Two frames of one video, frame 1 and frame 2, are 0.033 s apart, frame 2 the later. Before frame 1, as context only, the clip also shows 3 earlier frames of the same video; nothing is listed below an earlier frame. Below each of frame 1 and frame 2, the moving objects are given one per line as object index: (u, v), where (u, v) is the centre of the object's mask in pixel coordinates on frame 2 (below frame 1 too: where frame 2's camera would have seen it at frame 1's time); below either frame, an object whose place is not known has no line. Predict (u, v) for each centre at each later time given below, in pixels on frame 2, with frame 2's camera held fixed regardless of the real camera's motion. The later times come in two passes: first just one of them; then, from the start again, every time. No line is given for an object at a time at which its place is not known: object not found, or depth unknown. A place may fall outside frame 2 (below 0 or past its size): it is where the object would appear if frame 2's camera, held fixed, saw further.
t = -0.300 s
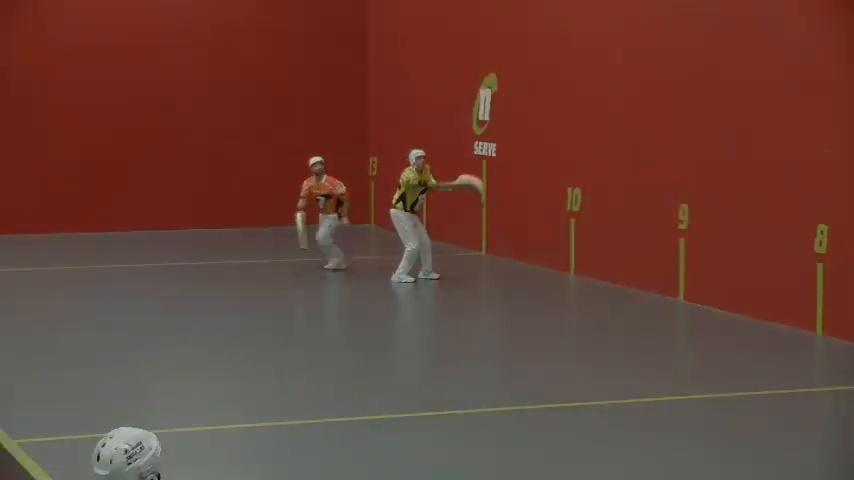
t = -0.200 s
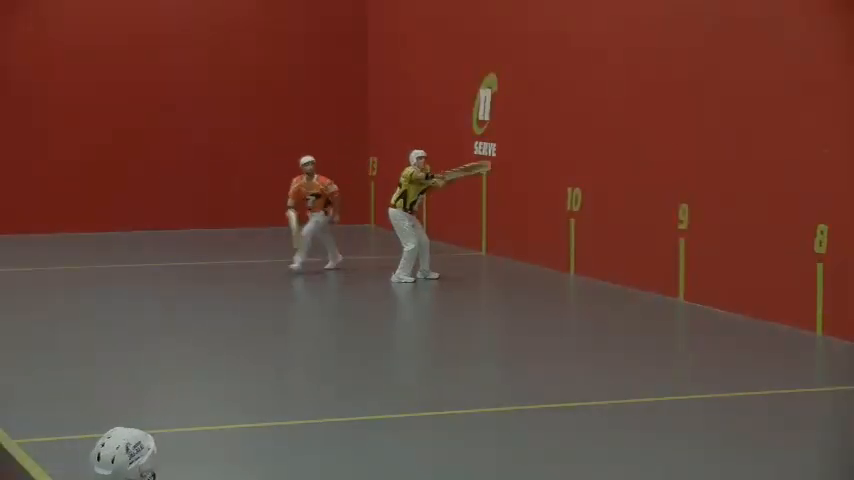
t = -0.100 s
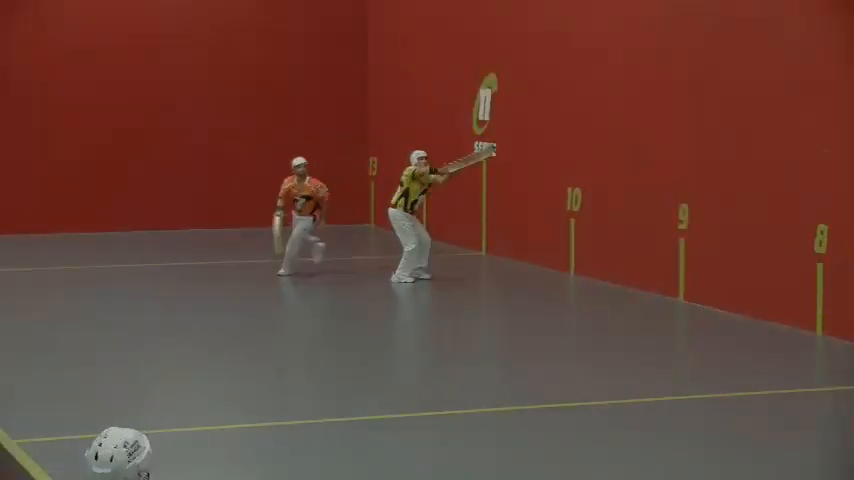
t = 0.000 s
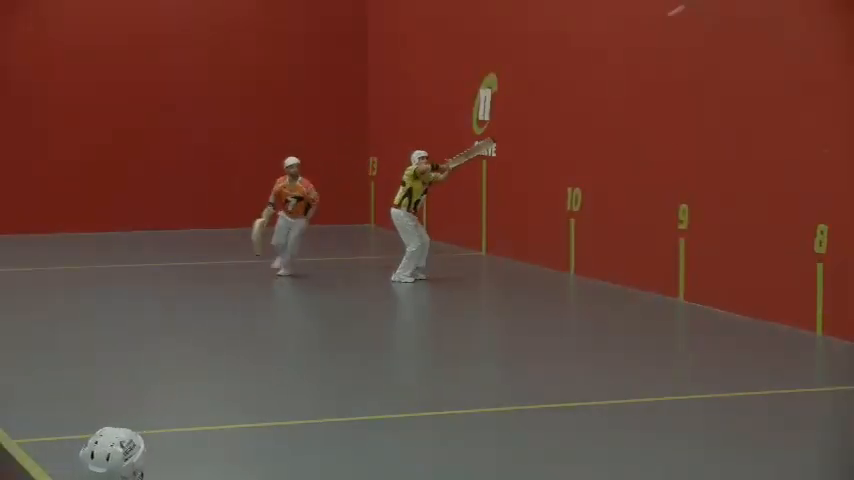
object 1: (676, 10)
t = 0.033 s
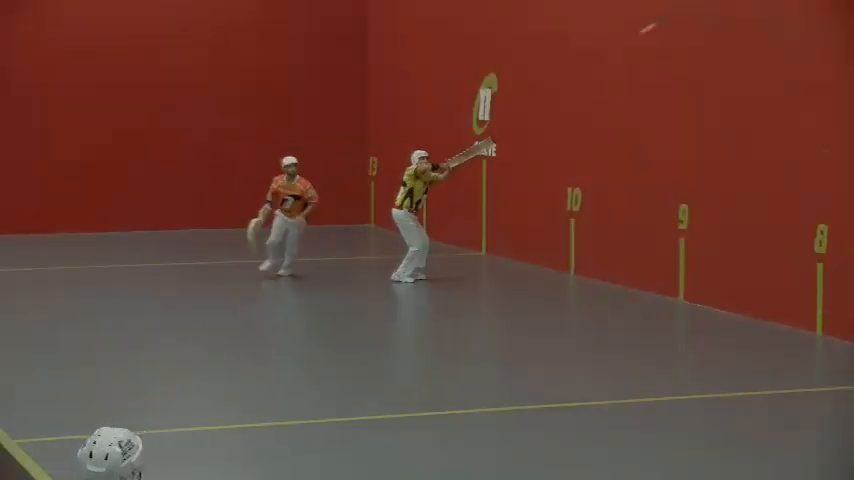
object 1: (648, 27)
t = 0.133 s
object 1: (570, 82)
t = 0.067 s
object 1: (620, 46)
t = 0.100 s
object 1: (594, 64)
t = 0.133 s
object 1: (570, 82)
